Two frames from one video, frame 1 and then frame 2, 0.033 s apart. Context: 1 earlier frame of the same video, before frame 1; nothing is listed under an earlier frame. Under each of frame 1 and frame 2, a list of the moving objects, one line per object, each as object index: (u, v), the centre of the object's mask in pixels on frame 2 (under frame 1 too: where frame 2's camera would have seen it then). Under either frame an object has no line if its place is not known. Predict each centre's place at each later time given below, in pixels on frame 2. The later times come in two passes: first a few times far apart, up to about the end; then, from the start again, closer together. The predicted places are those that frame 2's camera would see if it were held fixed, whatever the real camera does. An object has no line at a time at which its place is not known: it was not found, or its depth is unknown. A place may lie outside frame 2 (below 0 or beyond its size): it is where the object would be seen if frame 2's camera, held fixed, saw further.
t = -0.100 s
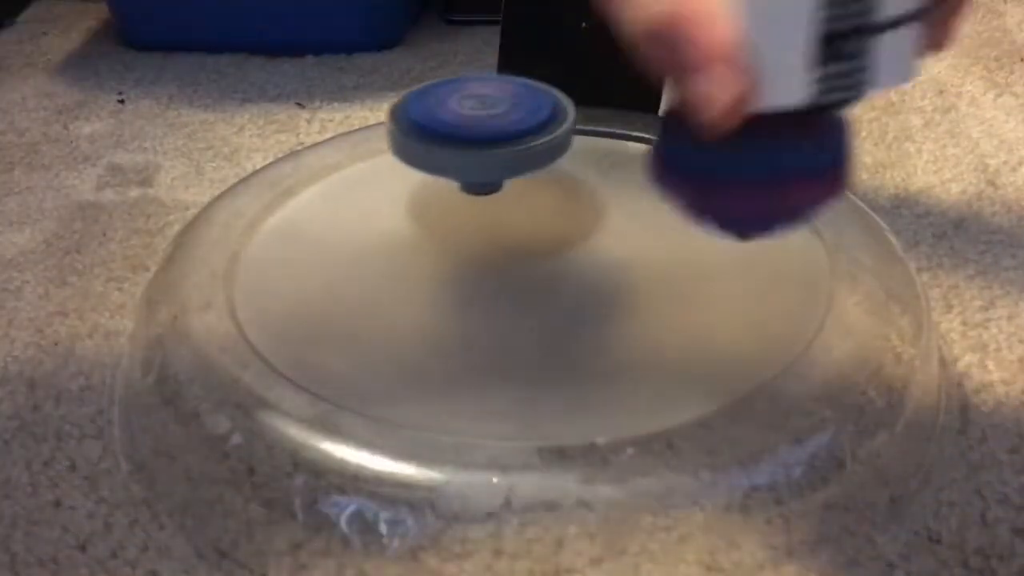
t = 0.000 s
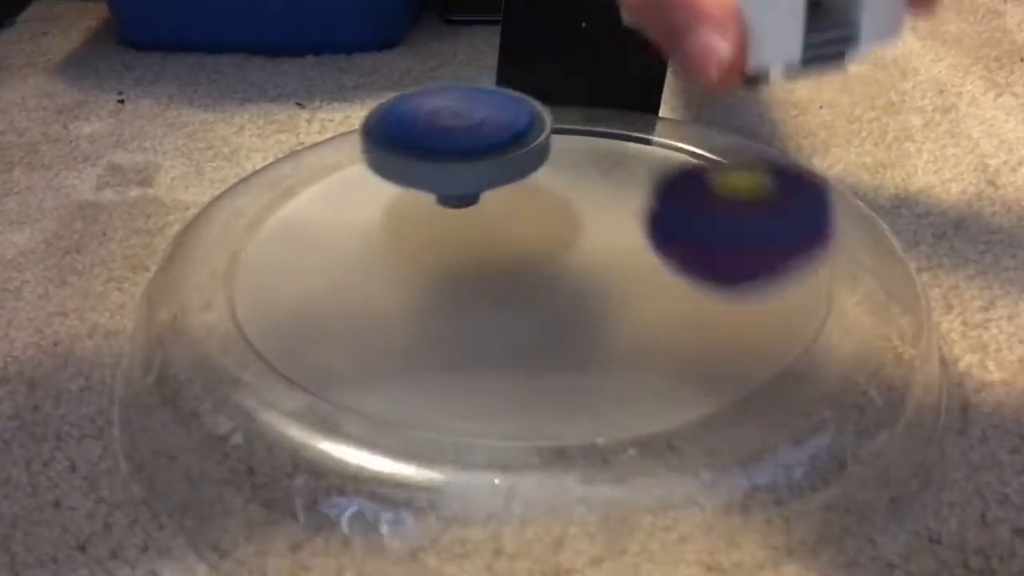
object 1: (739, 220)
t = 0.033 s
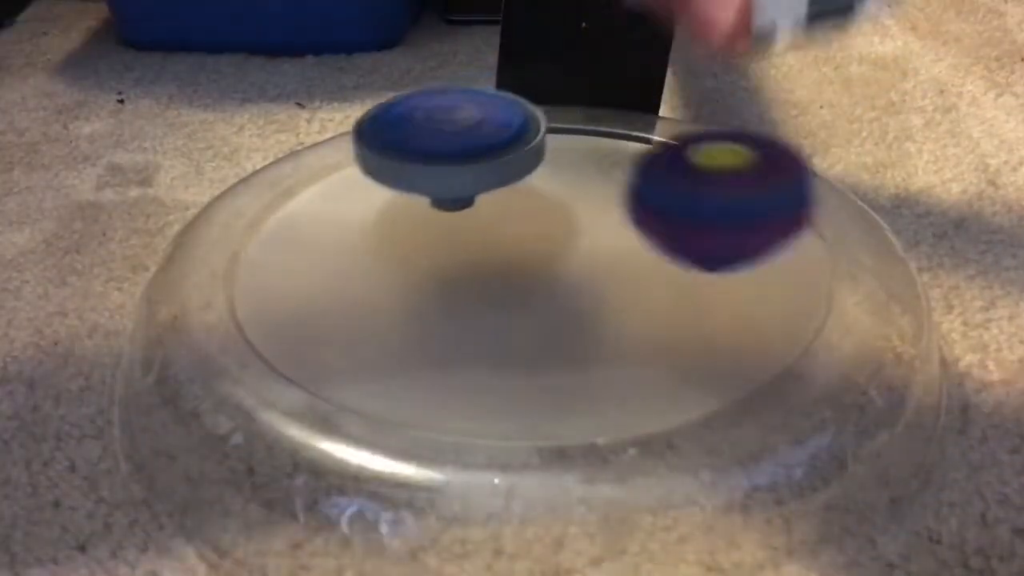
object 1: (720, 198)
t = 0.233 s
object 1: (693, 228)
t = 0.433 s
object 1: (809, 264)
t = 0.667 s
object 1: (812, 265)
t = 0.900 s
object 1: (813, 264)
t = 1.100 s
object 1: (800, 257)
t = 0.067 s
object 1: (698, 209)
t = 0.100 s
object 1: (672, 206)
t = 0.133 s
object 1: (643, 204)
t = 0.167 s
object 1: (615, 201)
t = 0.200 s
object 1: (636, 210)
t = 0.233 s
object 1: (693, 228)
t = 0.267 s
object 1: (749, 243)
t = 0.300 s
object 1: (794, 254)
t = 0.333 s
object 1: (819, 259)
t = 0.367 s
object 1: (817, 264)
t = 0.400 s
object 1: (814, 263)
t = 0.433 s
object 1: (809, 264)
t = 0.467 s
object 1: (809, 265)
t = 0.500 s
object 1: (813, 266)
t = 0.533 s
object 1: (809, 265)
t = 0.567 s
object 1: (805, 264)
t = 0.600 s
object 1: (804, 263)
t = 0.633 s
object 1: (807, 263)
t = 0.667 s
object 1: (812, 265)
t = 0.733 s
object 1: (808, 263)
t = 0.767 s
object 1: (806, 263)
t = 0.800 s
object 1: (806, 262)
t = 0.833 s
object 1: (808, 262)
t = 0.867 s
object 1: (810, 263)
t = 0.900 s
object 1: (813, 264)
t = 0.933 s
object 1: (814, 265)
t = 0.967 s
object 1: (814, 265)
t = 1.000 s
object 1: (814, 264)
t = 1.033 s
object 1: (813, 263)
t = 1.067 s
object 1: (808, 261)
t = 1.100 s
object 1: (800, 257)
